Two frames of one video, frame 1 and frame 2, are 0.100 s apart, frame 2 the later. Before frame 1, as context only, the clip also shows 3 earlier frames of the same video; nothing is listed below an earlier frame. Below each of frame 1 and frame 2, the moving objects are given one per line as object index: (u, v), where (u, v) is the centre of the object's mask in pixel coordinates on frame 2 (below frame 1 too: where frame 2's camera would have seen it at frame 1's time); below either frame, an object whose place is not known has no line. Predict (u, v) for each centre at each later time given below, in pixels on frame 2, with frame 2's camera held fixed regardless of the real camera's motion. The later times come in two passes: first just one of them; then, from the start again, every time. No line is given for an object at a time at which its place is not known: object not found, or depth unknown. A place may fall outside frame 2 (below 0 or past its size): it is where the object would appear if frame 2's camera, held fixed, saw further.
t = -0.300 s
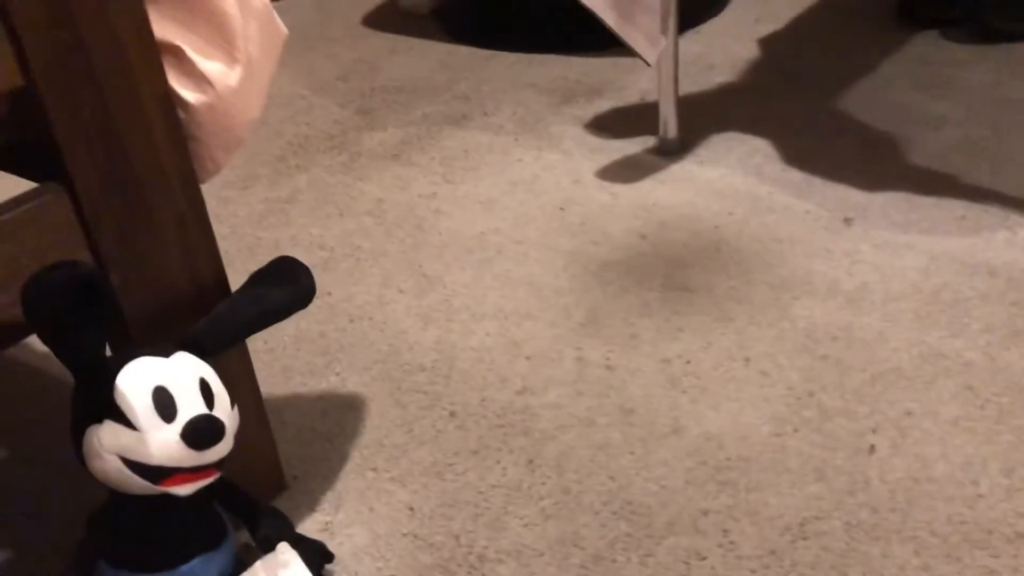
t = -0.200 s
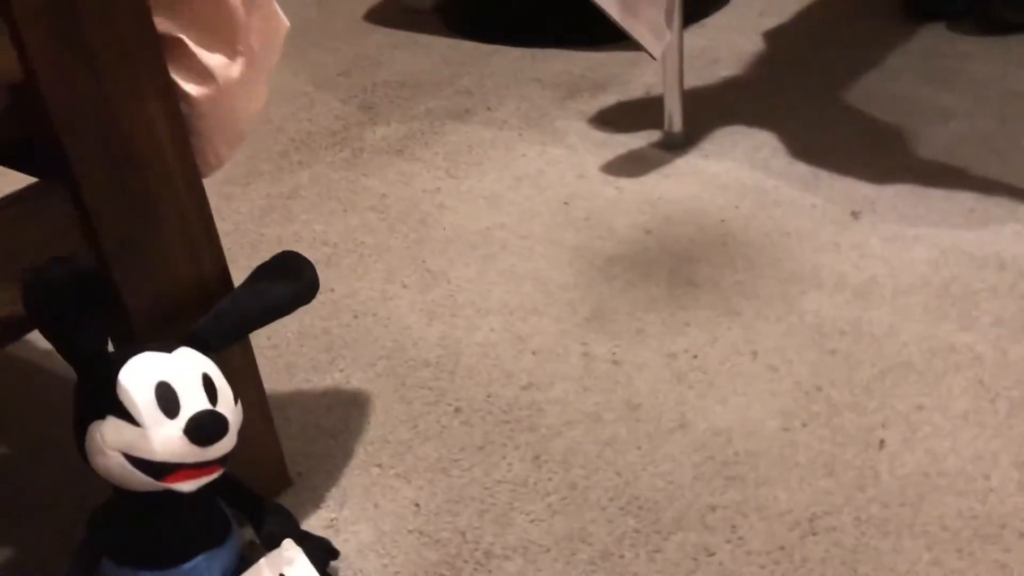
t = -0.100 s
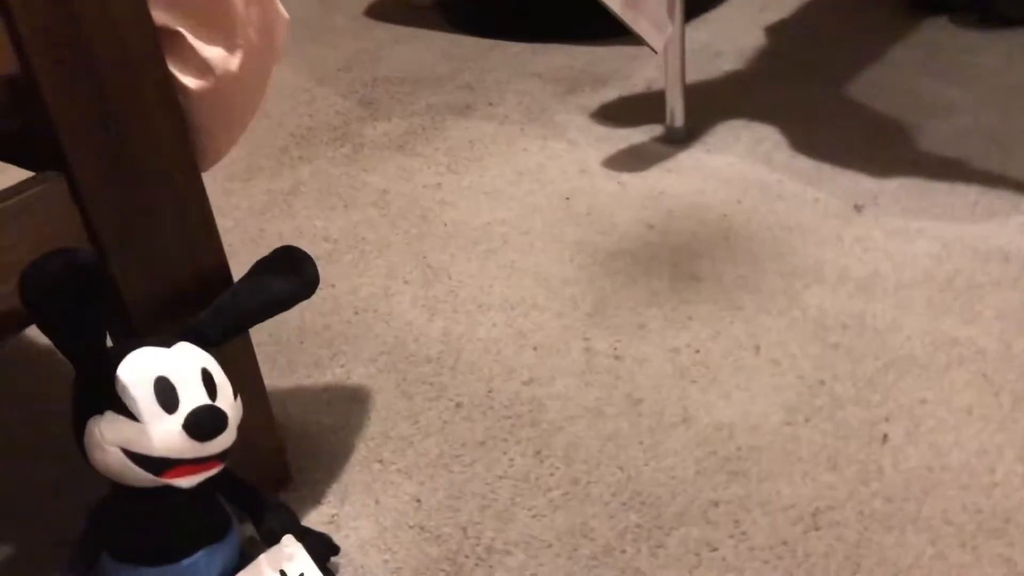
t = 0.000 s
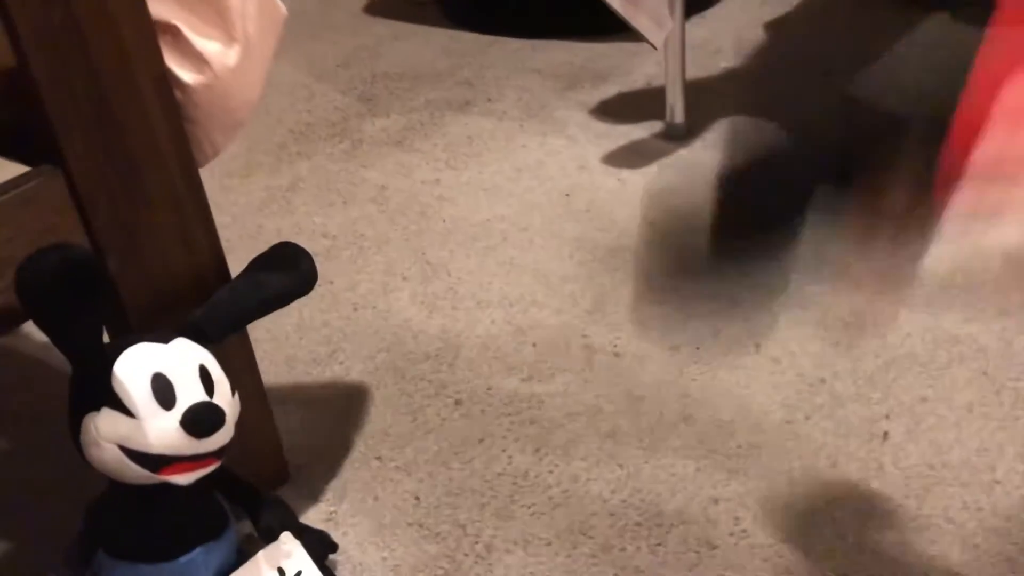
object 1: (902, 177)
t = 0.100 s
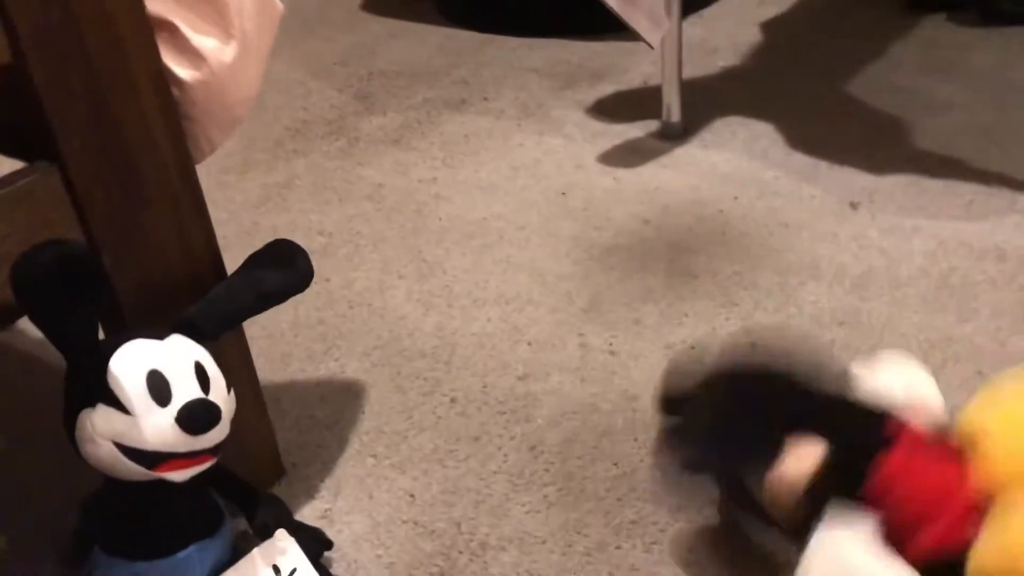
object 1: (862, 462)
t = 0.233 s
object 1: (901, 325)
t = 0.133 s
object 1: (867, 425)
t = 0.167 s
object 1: (870, 394)
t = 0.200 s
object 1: (882, 359)
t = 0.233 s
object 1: (901, 325)
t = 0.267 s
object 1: (922, 319)
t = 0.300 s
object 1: (937, 333)
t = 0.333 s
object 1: (953, 360)
